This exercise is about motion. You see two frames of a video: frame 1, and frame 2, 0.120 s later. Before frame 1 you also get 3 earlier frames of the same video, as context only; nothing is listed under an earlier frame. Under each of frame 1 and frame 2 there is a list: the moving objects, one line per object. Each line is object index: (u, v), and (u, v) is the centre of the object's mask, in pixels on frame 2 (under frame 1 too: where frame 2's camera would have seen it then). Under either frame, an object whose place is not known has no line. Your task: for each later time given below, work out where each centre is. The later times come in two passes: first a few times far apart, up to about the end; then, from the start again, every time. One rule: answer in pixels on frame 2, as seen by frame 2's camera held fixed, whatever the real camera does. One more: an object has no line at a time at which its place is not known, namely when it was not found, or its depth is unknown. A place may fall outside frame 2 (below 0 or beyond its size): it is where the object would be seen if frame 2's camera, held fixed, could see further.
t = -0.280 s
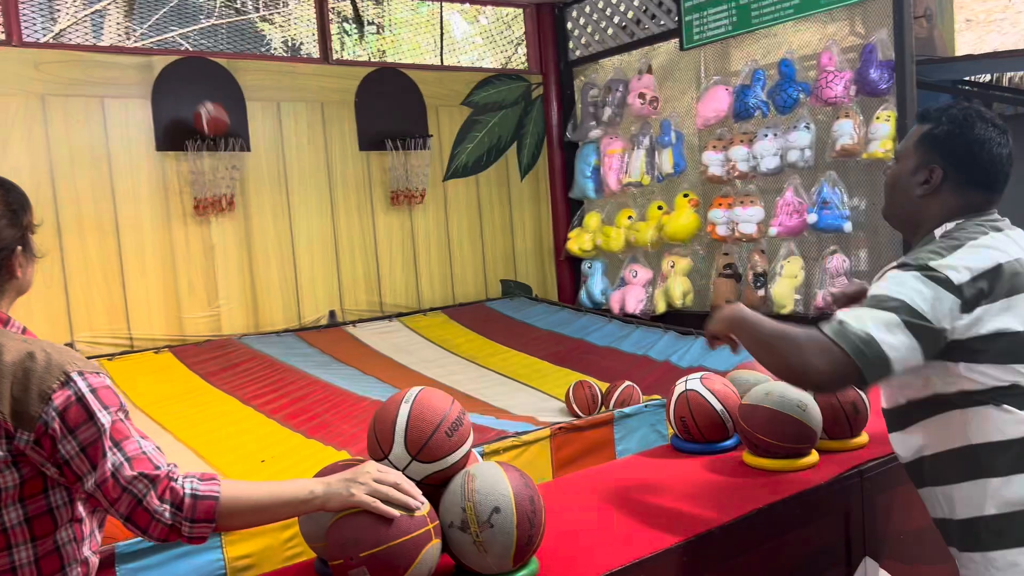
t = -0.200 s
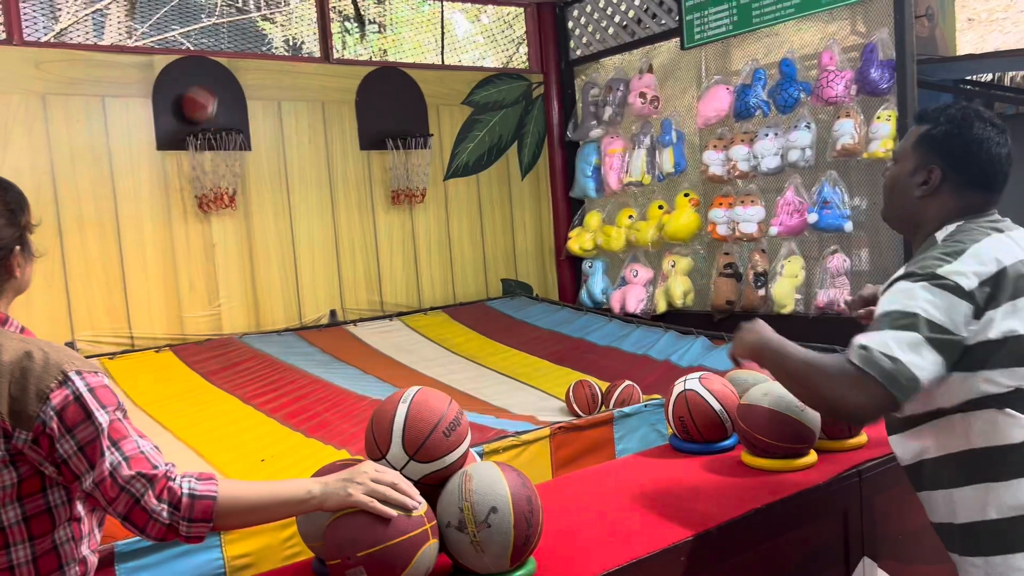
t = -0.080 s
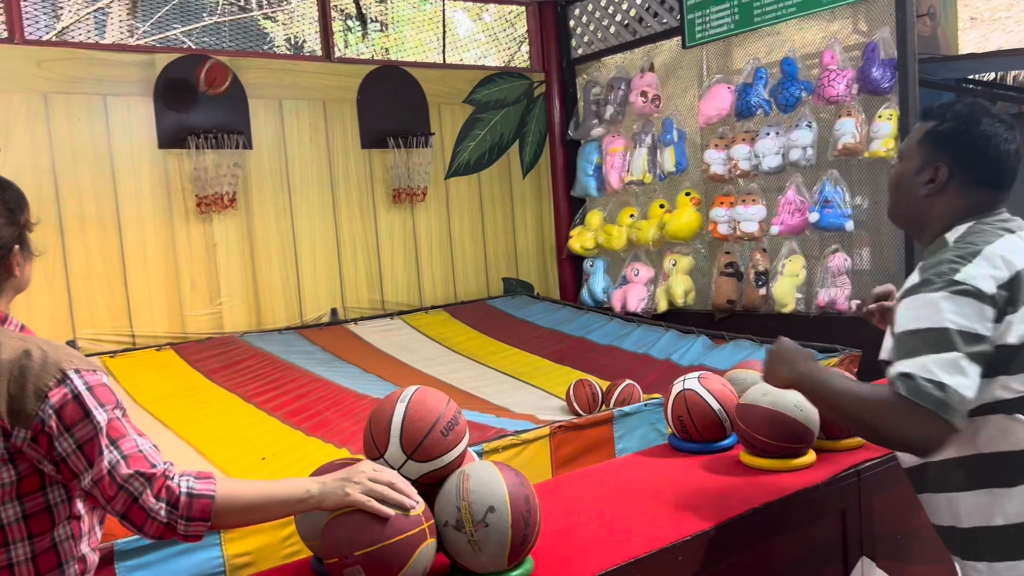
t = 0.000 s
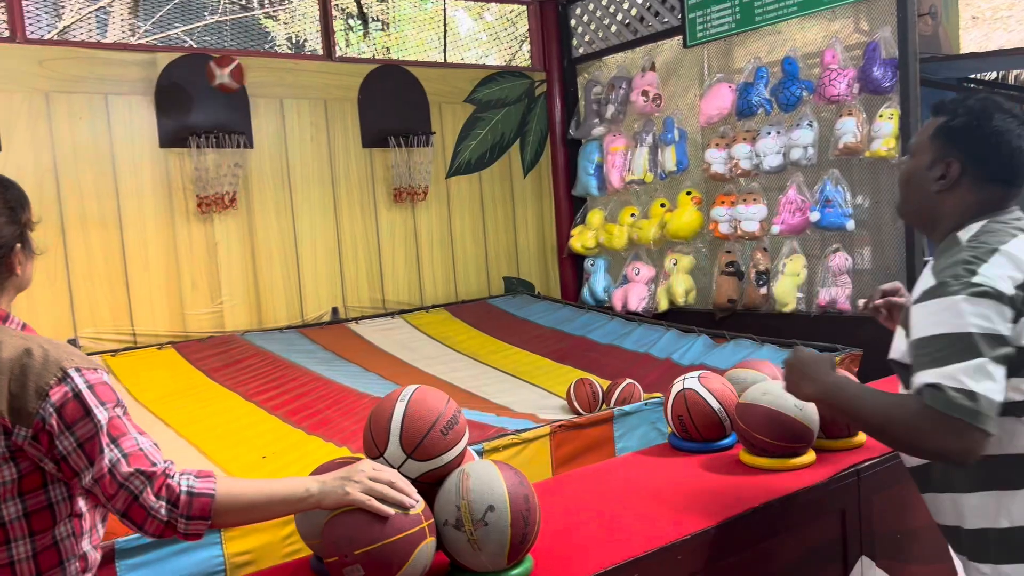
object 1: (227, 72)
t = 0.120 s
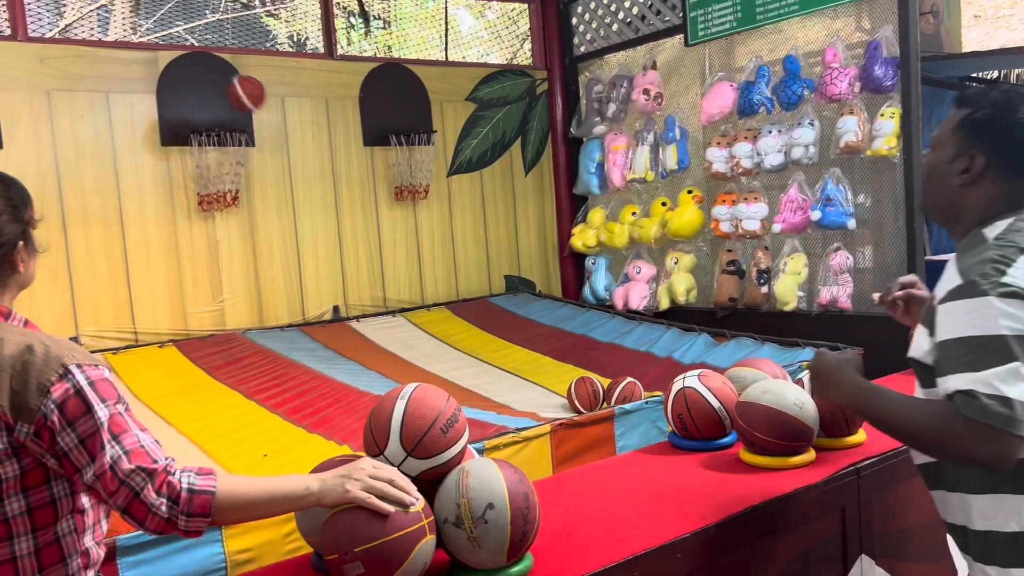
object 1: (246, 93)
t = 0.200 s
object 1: (263, 125)
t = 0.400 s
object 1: (311, 274)
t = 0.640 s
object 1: (360, 329)
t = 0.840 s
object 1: (398, 359)
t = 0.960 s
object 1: (430, 376)
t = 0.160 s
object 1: (254, 107)
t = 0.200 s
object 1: (263, 125)
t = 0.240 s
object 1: (271, 148)
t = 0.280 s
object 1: (280, 173)
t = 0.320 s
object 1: (289, 201)
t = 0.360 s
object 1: (301, 236)
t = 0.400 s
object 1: (311, 274)
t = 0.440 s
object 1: (323, 316)
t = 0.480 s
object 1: (334, 360)
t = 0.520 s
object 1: (340, 356)
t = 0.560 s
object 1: (346, 343)
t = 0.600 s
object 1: (353, 334)
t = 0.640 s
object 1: (360, 329)
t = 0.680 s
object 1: (366, 328)
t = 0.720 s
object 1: (374, 330)
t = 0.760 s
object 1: (382, 335)
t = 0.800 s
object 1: (390, 345)
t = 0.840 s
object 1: (398, 359)
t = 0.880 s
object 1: (406, 371)
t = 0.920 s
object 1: (416, 377)
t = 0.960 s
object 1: (430, 376)
